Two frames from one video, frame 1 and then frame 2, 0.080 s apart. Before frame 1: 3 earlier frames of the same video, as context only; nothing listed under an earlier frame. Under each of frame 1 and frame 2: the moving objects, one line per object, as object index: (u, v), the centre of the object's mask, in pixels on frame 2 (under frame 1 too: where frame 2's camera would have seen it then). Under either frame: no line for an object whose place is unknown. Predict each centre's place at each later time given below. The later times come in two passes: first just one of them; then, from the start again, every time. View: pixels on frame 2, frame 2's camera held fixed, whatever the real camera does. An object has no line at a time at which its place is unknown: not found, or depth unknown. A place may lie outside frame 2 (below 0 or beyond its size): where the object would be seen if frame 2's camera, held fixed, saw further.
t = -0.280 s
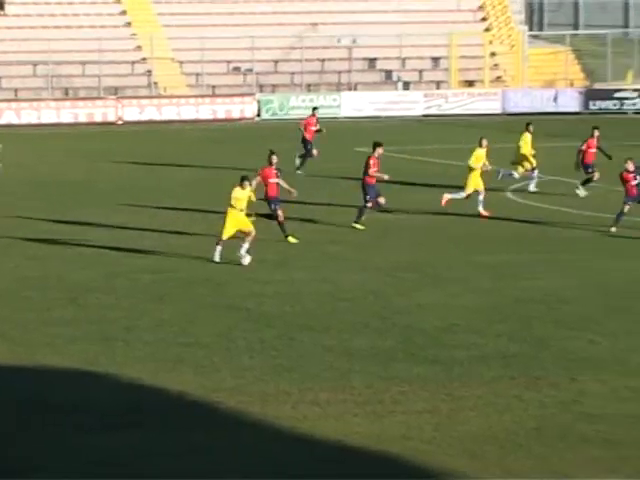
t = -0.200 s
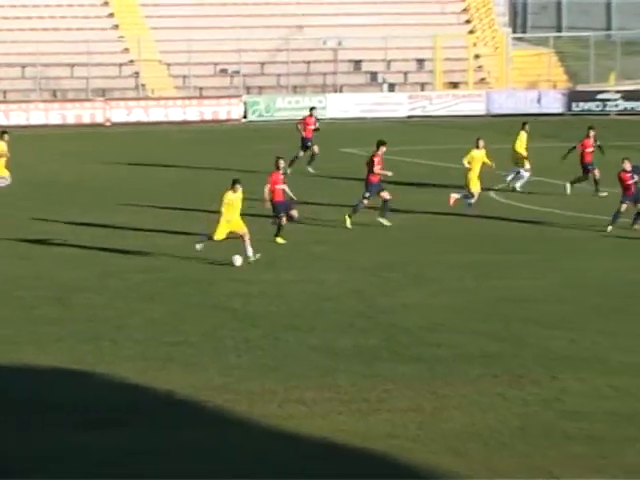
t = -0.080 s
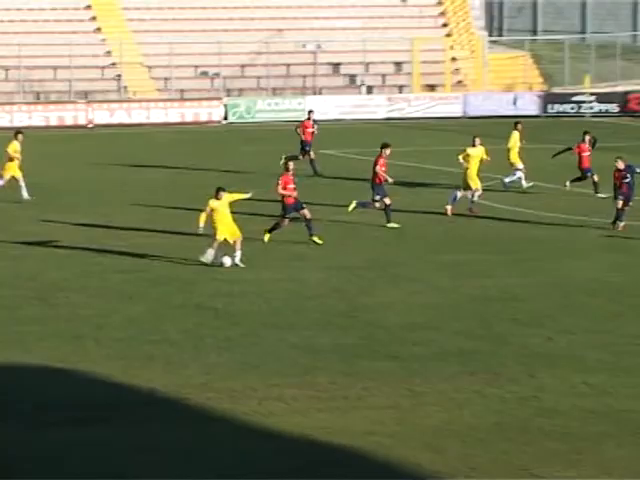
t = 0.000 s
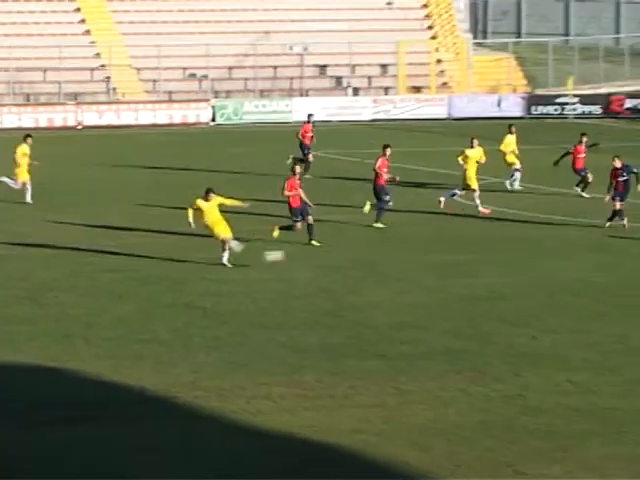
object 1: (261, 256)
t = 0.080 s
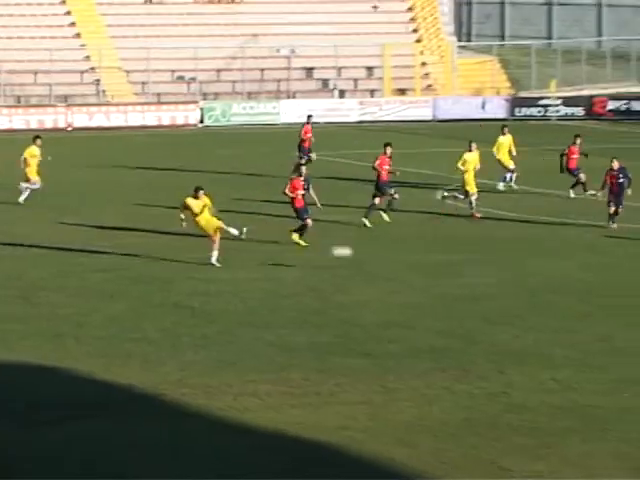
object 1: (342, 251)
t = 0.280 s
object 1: (541, 258)
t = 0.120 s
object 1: (382, 250)
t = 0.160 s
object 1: (423, 251)
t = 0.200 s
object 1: (463, 252)
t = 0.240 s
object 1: (502, 254)
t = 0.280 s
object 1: (541, 258)
